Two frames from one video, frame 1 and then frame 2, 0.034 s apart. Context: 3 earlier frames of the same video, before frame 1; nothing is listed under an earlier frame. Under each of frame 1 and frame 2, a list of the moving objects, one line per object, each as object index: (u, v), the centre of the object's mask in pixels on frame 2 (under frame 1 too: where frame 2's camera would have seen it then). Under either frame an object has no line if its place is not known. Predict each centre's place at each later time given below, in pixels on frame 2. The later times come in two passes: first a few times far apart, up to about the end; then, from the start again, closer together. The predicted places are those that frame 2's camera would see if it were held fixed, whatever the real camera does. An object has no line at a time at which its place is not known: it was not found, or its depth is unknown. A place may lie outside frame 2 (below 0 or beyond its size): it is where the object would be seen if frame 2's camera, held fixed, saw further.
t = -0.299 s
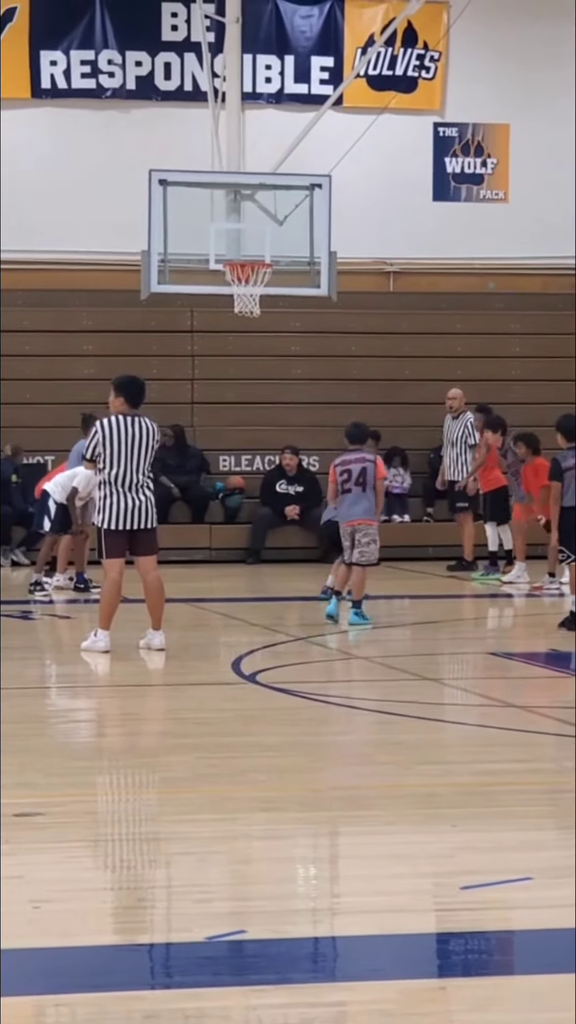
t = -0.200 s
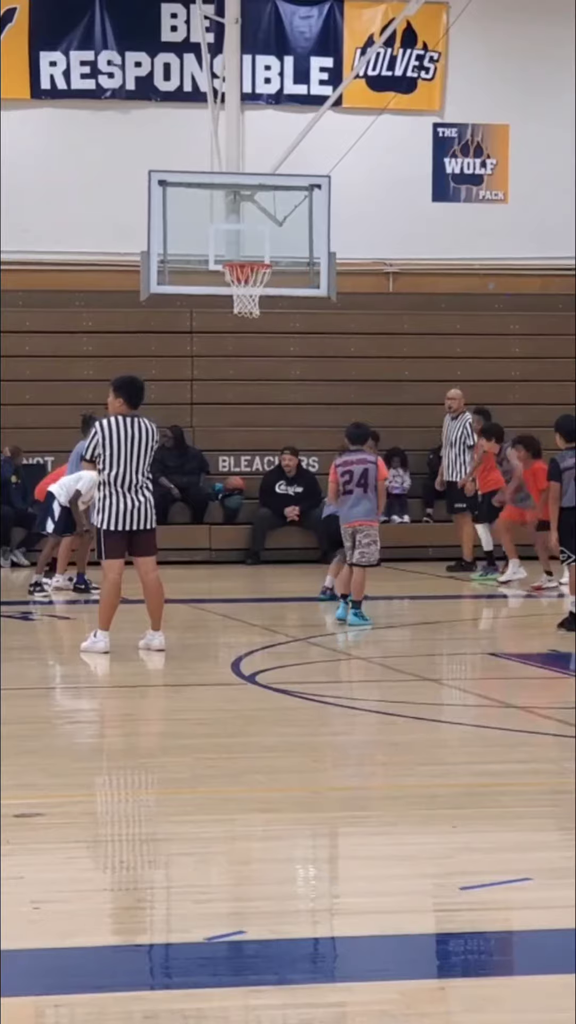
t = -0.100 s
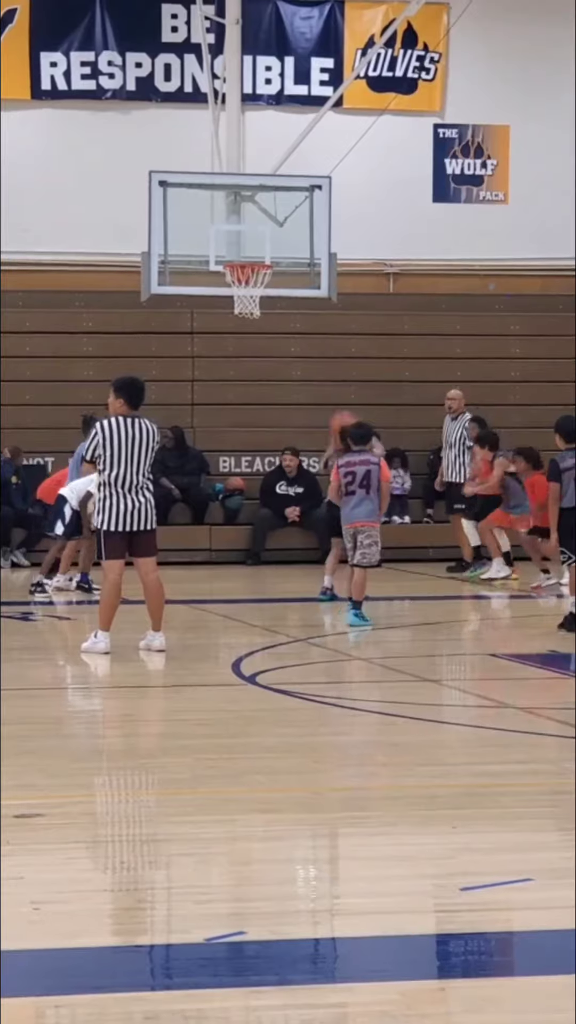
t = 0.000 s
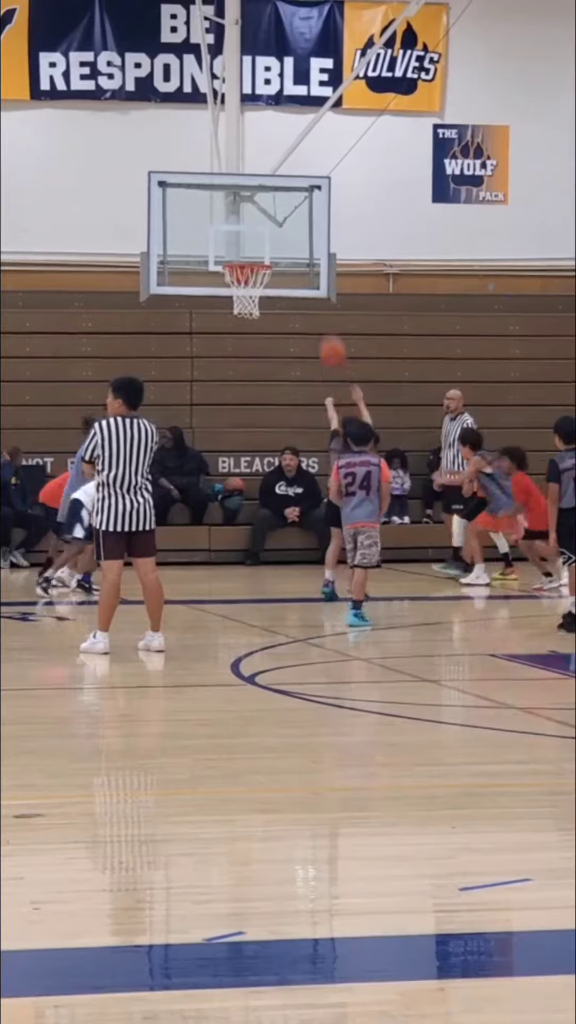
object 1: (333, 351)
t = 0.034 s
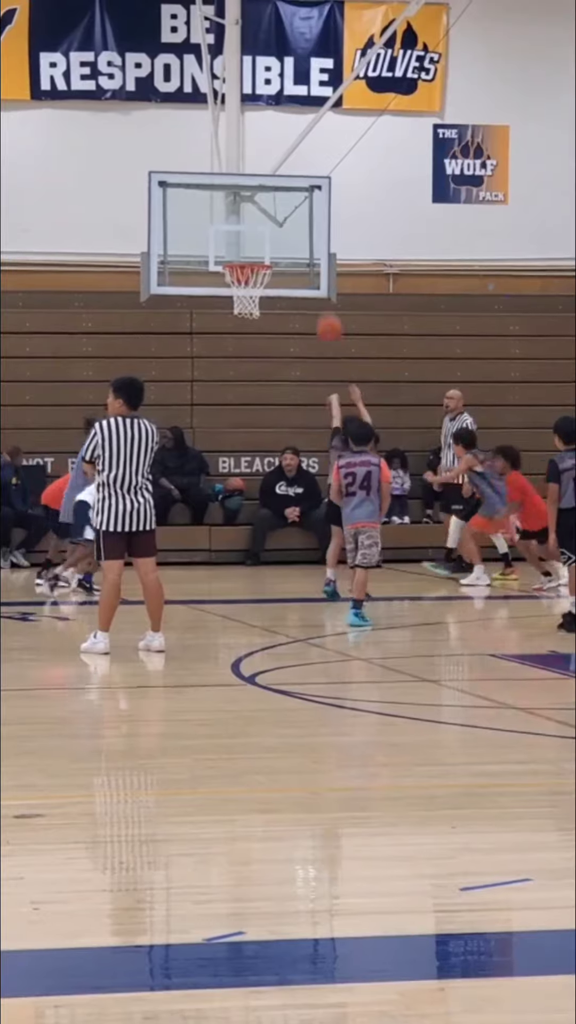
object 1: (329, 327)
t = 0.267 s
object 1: (306, 206)
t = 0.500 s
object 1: (282, 149)
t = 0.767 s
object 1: (260, 160)
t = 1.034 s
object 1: (238, 239)
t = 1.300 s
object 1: (234, 233)
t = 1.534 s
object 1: (241, 242)
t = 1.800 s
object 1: (249, 282)
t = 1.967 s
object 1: (257, 339)
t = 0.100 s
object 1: (325, 286)
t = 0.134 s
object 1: (318, 267)
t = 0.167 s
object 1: (315, 250)
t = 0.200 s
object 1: (314, 233)
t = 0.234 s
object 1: (309, 219)
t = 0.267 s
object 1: (306, 206)
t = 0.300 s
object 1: (302, 194)
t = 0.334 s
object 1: (299, 183)
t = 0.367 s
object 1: (296, 173)
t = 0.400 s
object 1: (291, 165)
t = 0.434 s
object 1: (289, 159)
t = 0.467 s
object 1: (285, 154)
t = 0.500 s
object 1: (282, 149)
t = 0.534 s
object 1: (280, 147)
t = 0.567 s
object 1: (277, 145)
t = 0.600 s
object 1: (274, 145)
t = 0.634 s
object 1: (271, 145)
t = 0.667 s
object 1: (269, 147)
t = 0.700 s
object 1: (265, 150)
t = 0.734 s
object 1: (262, 154)
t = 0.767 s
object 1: (260, 160)
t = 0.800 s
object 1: (257, 166)
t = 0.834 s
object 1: (254, 173)
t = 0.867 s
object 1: (251, 182)
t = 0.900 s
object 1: (249, 192)
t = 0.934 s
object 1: (246, 202)
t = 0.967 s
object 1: (243, 214)
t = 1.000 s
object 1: (240, 226)
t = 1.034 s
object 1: (238, 239)
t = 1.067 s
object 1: (236, 253)
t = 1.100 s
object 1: (237, 249)
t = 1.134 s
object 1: (236, 243)
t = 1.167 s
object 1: (236, 239)
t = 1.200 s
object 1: (236, 236)
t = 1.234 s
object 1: (235, 233)
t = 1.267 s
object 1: (235, 233)
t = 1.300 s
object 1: (234, 233)
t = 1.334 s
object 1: (235, 233)
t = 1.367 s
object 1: (235, 234)
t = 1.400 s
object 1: (236, 234)
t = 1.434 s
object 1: (236, 234)
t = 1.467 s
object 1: (237, 236)
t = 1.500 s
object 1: (238, 238)
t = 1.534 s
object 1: (241, 242)
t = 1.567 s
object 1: (243, 246)
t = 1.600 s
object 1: (243, 252)
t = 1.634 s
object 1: (243, 256)
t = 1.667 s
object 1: (244, 260)
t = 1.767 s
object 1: (249, 286)
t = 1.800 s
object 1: (249, 282)
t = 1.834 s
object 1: (253, 313)
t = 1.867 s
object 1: (257, 316)
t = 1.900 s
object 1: (258, 319)
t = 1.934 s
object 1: (256, 328)
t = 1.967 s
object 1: (257, 339)
